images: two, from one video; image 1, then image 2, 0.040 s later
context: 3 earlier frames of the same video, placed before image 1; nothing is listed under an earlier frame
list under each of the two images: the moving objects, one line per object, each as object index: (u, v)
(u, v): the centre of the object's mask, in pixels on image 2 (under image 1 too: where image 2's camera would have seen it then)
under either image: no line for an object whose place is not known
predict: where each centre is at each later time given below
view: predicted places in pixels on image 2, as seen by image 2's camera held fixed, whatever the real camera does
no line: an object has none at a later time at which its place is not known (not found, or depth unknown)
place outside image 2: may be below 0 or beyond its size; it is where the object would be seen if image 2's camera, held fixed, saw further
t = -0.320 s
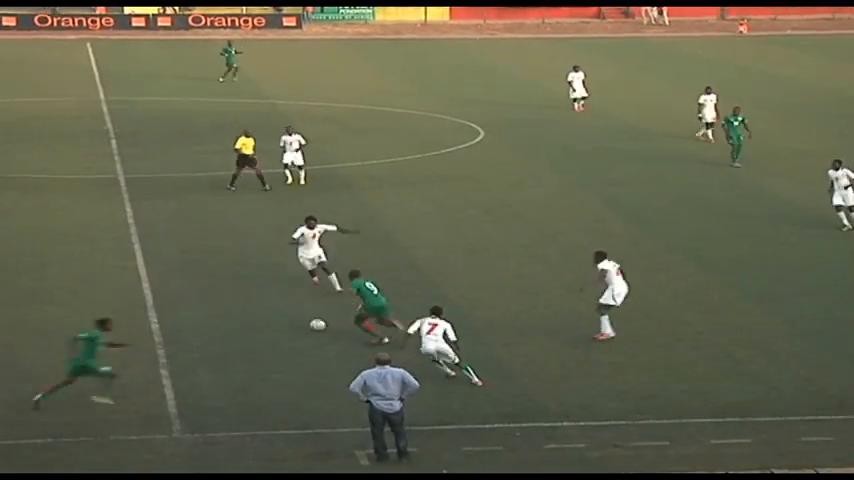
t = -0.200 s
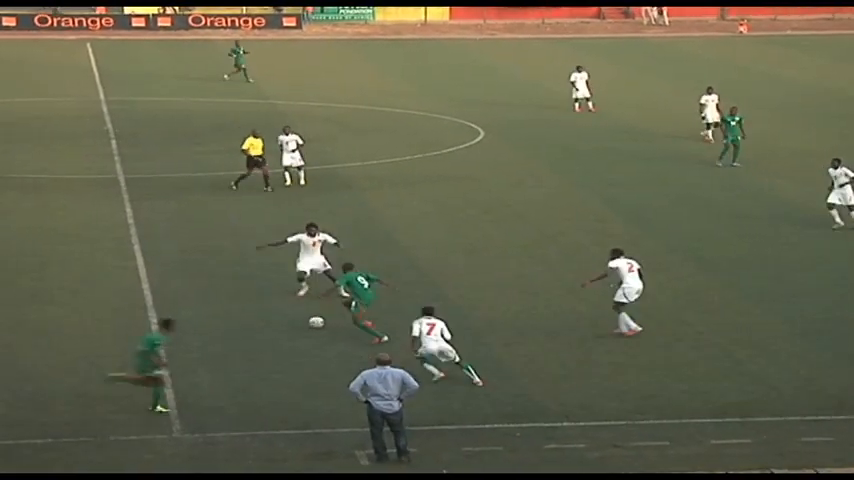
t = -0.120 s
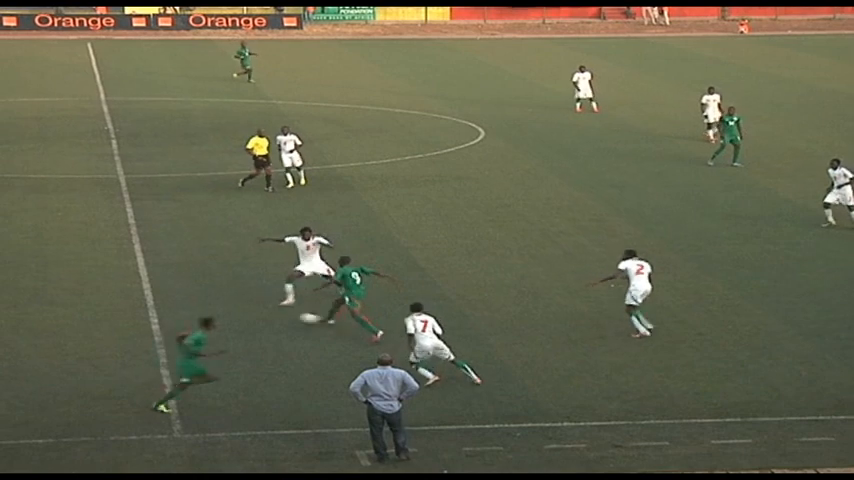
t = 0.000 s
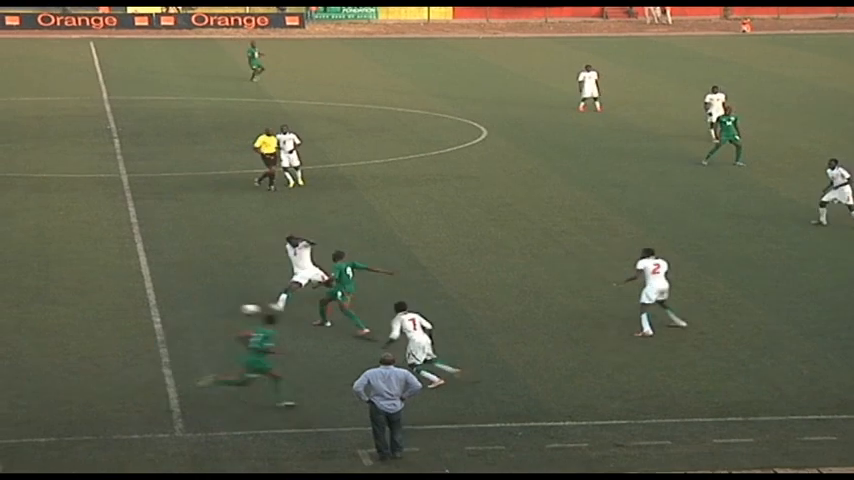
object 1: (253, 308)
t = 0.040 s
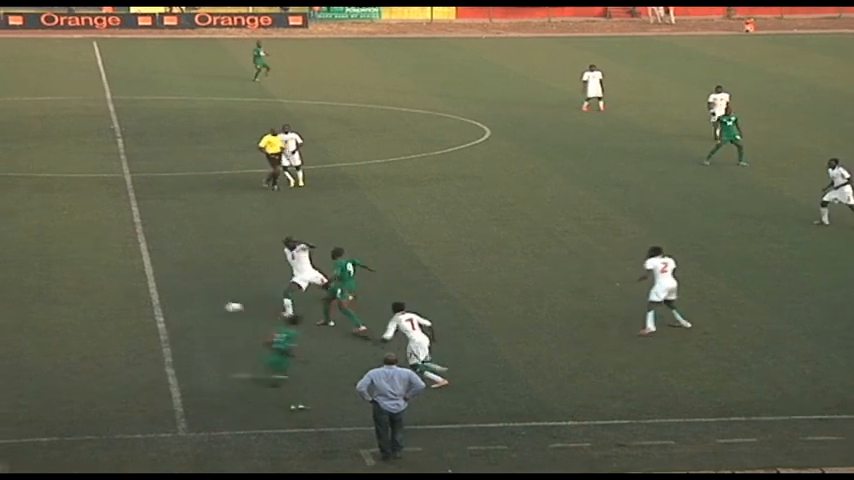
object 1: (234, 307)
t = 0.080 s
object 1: (216, 304)
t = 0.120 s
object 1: (199, 300)
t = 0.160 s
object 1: (183, 298)
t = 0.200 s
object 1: (169, 296)
